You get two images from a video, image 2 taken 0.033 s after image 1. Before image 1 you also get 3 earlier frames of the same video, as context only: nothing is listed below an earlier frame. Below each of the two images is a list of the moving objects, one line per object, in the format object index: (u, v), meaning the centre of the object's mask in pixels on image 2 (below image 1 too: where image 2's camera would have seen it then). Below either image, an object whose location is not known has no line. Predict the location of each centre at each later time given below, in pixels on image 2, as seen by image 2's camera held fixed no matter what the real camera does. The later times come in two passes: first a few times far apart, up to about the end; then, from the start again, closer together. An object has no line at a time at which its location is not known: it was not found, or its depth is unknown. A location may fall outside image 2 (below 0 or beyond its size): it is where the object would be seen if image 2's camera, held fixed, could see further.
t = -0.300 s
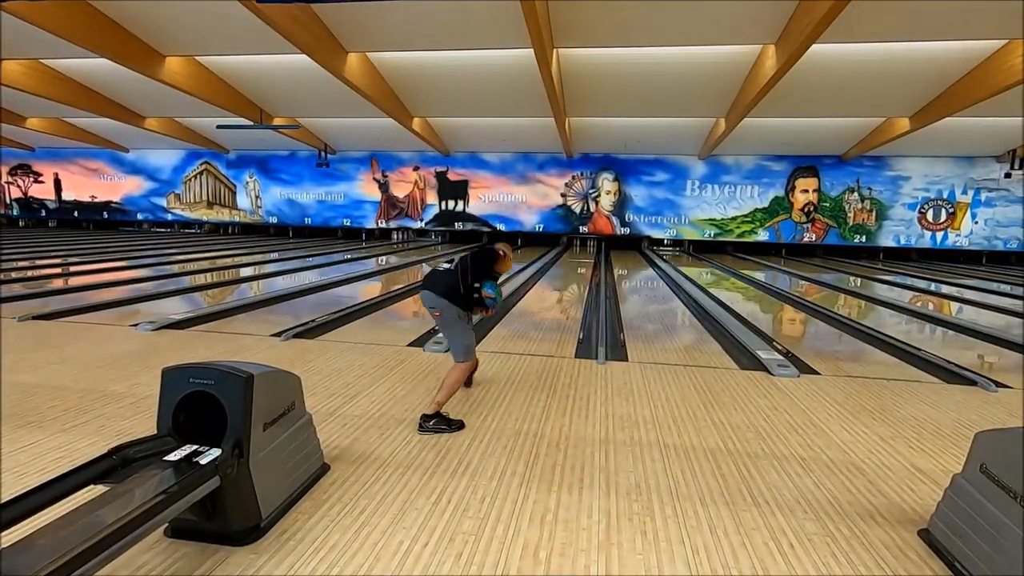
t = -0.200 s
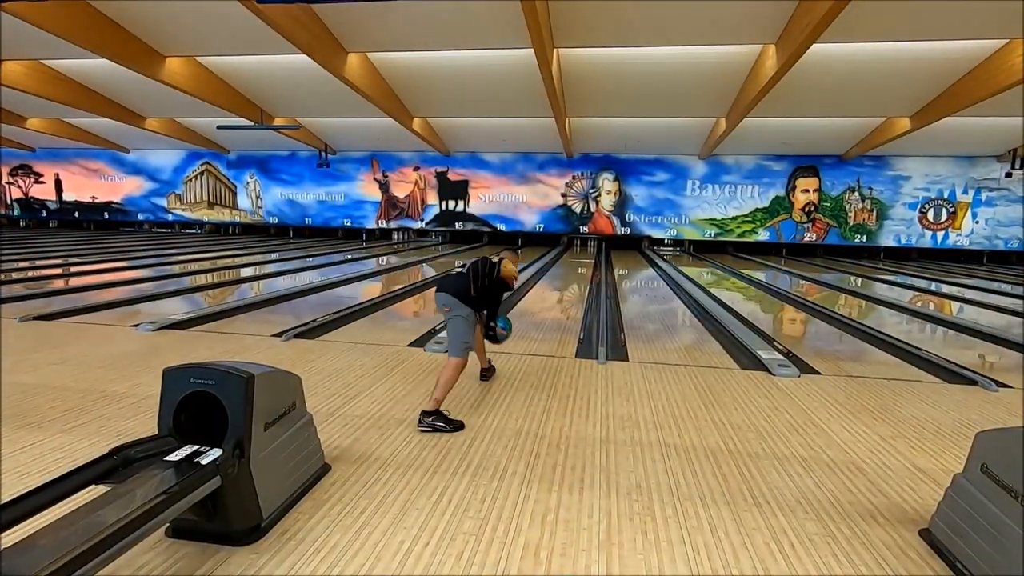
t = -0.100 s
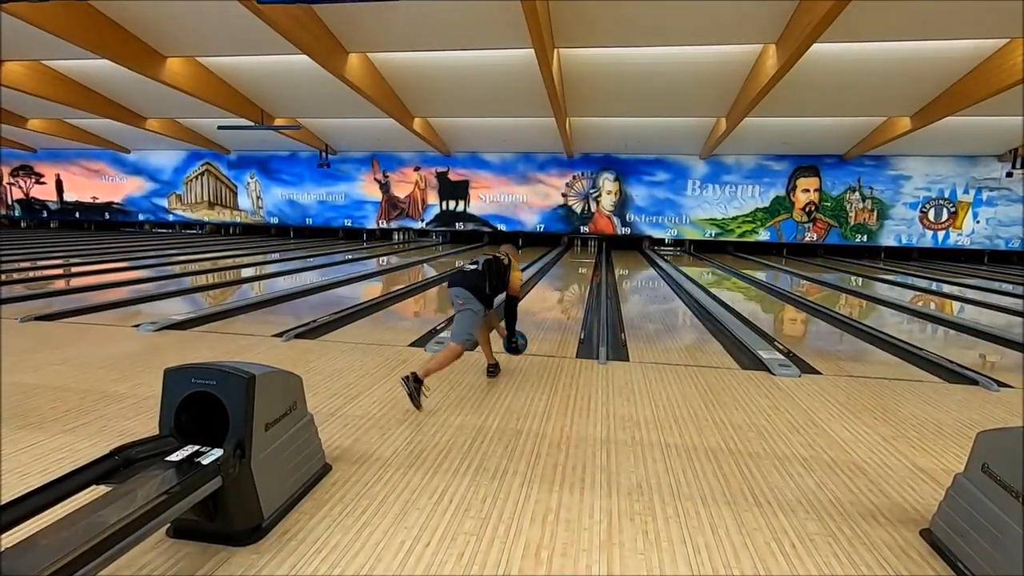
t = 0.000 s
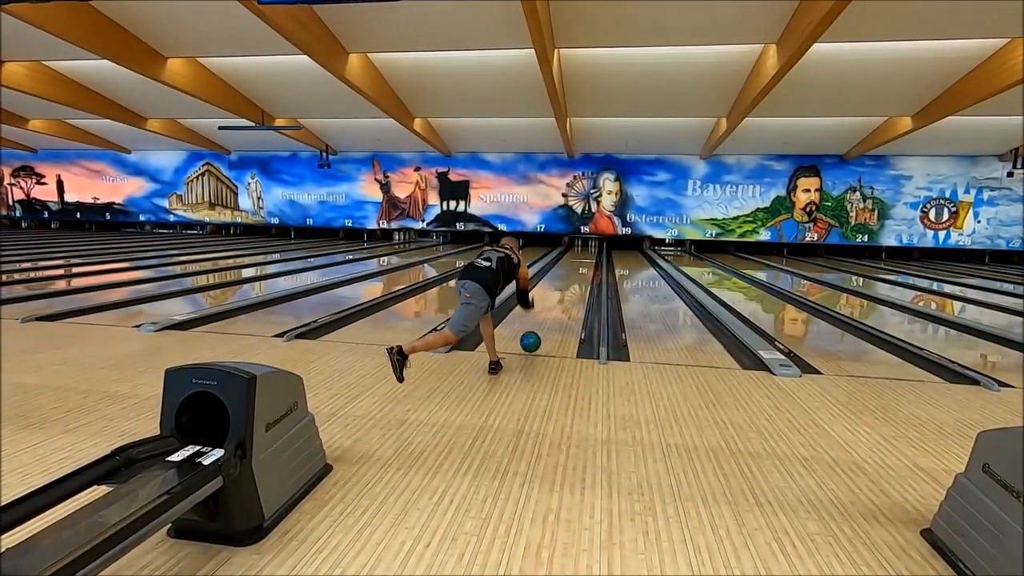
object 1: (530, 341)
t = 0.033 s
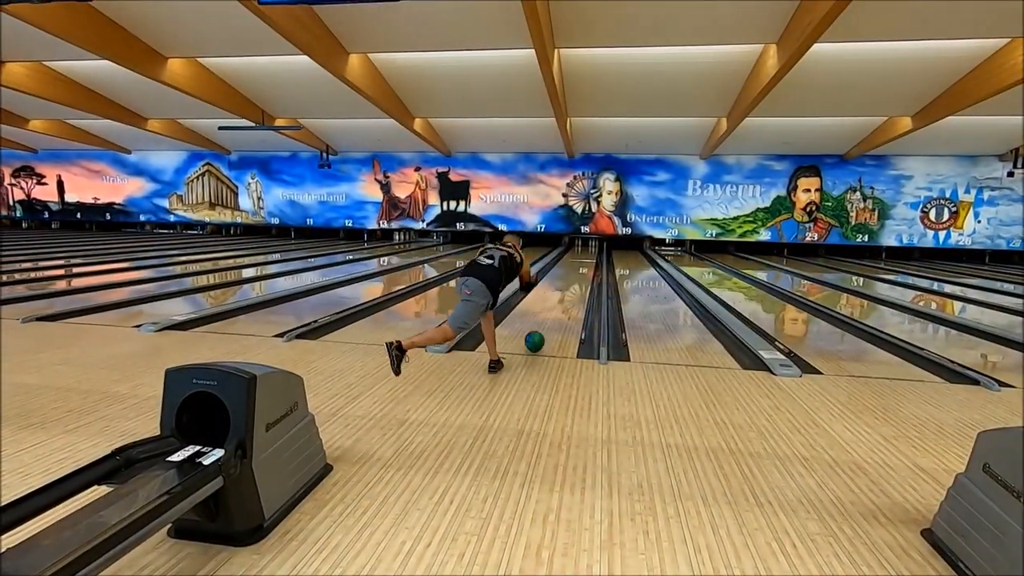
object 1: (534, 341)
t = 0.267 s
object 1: (555, 311)
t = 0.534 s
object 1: (569, 291)
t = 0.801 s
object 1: (579, 278)
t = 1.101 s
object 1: (586, 268)
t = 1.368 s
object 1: (590, 261)
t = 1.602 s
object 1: (593, 257)
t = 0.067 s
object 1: (538, 334)
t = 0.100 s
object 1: (541, 329)
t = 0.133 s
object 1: (545, 325)
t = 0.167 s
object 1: (548, 321)
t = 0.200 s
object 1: (550, 318)
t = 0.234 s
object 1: (552, 315)
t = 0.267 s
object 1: (555, 311)
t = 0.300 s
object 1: (557, 308)
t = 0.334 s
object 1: (559, 305)
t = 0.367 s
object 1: (561, 303)
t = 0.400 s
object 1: (563, 300)
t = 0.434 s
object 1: (565, 298)
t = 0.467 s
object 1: (567, 296)
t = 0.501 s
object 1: (568, 293)
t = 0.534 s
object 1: (569, 291)
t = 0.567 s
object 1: (571, 290)
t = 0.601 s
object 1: (572, 288)
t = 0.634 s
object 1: (573, 286)
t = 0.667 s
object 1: (575, 284)
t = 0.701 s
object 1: (576, 282)
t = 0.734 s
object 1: (577, 281)
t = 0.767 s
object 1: (578, 279)
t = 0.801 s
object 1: (579, 278)
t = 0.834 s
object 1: (580, 277)
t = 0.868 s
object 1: (580, 275)
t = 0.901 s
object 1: (581, 274)
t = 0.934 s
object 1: (582, 273)
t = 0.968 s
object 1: (583, 272)
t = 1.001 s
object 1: (584, 271)
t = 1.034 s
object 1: (584, 270)
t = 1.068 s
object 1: (585, 269)
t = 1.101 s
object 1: (586, 268)
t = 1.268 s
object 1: (588, 264)
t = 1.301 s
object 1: (589, 263)
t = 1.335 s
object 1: (589, 262)
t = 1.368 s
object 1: (590, 261)
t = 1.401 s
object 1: (590, 261)
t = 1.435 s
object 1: (591, 260)
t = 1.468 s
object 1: (591, 260)
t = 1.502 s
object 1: (592, 258)
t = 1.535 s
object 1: (592, 258)
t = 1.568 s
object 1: (593, 257)
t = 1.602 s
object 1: (593, 257)
